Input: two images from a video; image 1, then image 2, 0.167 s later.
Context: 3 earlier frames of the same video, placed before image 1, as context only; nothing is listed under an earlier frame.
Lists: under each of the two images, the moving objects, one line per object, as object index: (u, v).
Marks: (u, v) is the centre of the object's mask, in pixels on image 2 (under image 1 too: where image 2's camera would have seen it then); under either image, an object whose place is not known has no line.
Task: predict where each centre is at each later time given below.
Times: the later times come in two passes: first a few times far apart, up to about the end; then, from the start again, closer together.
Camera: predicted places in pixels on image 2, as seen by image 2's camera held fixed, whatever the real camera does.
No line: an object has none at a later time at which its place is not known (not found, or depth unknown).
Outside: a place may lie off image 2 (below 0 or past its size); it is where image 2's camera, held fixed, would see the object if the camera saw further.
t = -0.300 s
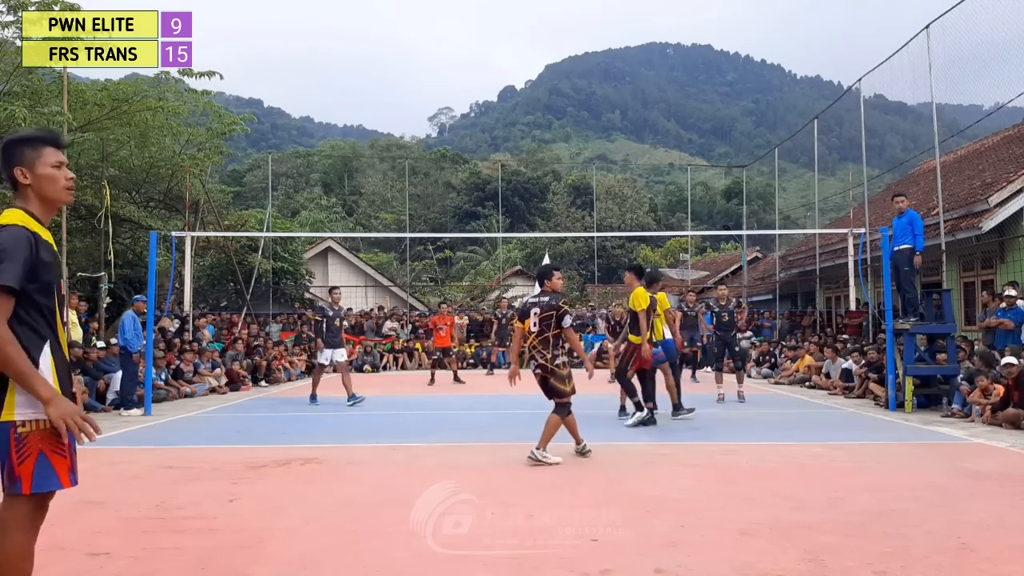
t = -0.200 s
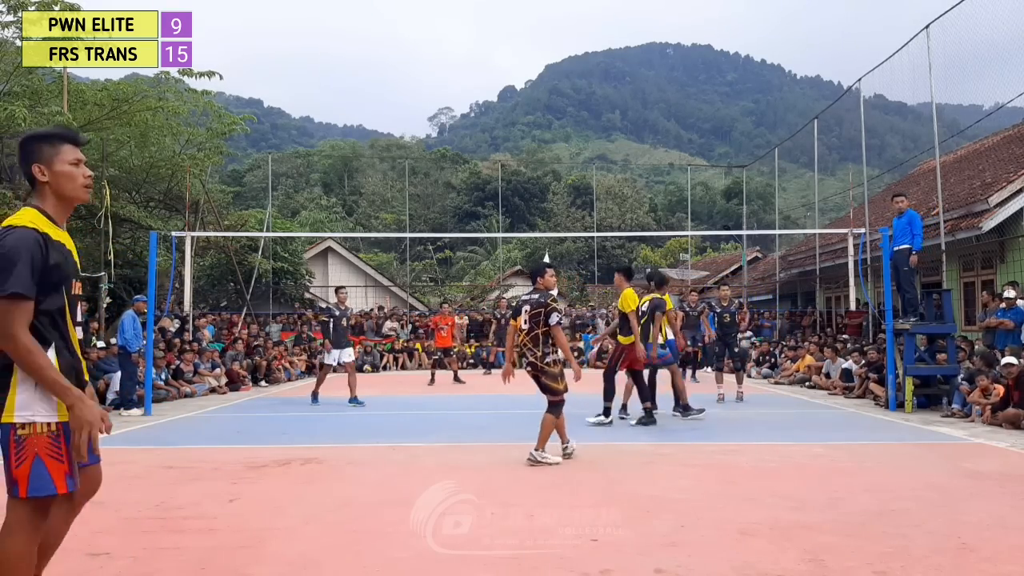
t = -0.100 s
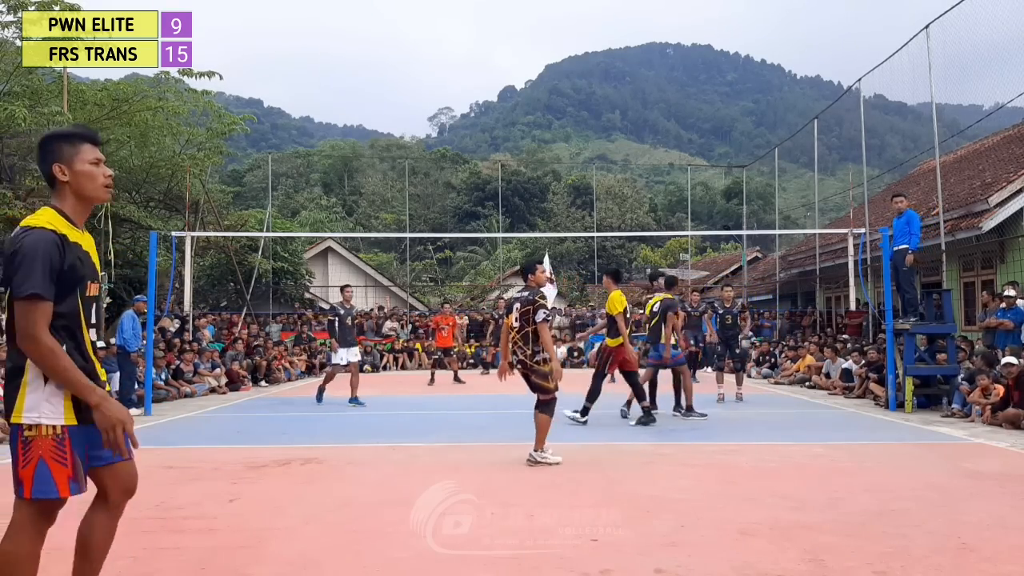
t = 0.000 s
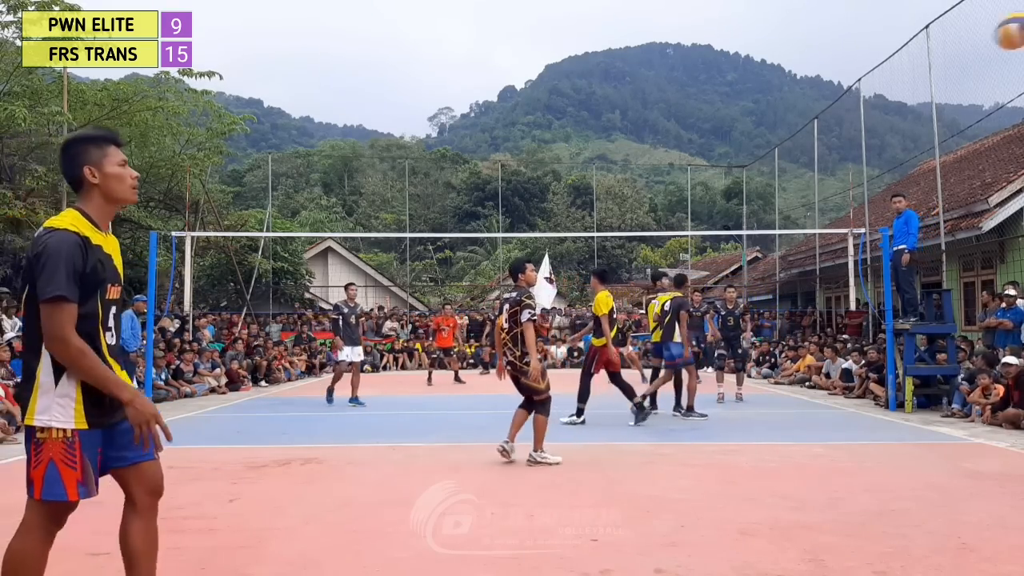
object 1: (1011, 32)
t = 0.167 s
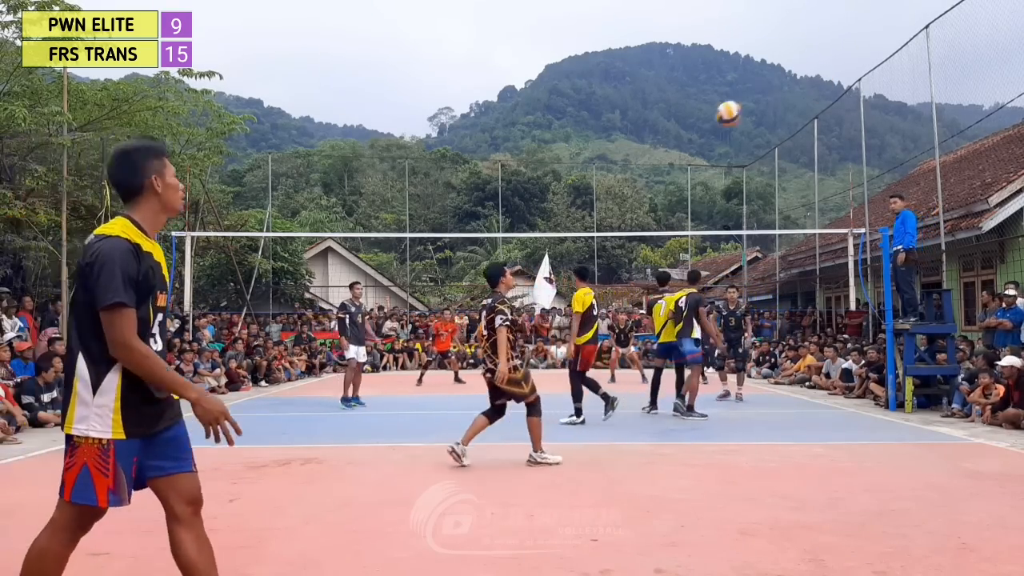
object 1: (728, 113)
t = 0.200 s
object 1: (692, 128)
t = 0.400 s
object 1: (547, 207)
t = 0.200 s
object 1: (692, 128)
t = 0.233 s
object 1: (661, 142)
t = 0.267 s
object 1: (633, 155)
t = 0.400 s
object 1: (547, 207)
